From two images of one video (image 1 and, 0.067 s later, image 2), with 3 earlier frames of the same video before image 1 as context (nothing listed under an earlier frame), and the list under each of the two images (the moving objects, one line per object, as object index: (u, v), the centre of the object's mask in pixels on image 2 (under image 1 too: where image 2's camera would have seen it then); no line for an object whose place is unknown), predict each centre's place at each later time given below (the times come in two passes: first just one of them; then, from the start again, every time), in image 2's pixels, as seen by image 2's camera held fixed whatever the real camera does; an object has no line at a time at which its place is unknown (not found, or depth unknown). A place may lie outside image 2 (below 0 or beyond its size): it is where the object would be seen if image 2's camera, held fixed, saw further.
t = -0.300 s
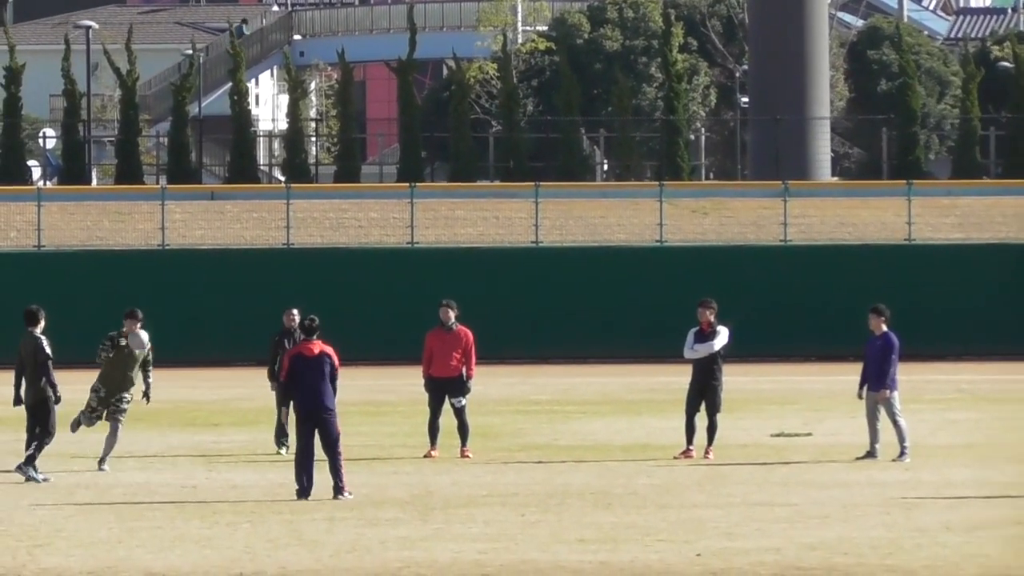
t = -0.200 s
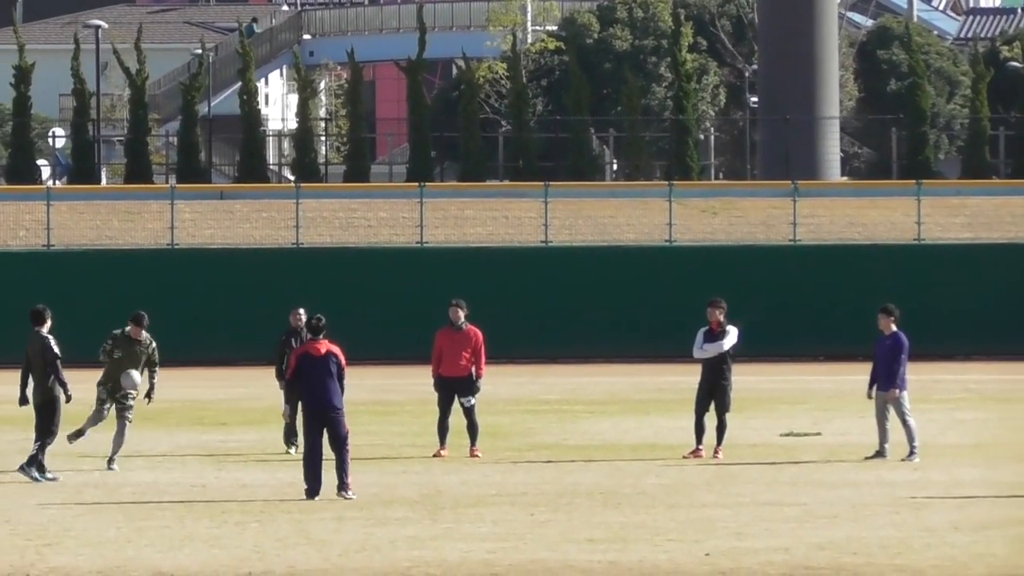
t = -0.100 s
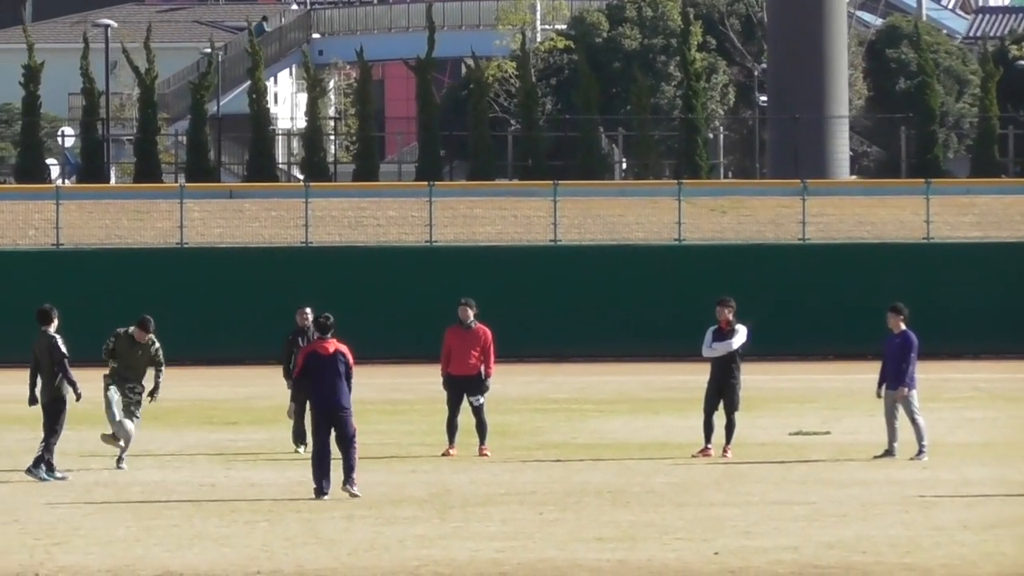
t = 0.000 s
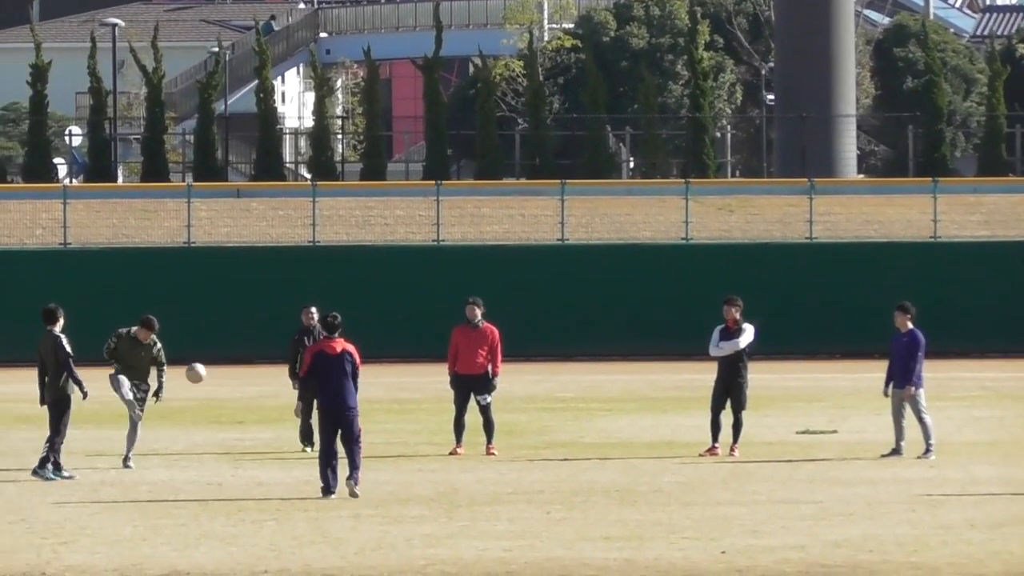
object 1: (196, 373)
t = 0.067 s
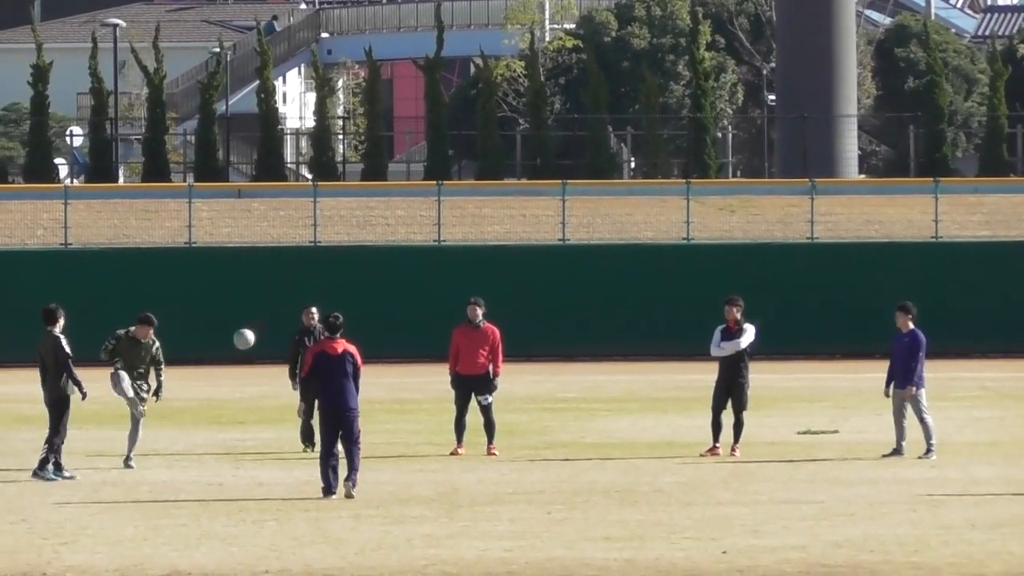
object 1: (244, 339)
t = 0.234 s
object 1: (363, 271)
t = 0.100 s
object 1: (267, 323)
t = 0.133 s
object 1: (291, 309)
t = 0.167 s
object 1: (315, 295)
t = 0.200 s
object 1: (339, 283)
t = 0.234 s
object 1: (363, 271)
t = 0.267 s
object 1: (386, 261)
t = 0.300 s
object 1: (409, 251)
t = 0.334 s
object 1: (432, 243)
